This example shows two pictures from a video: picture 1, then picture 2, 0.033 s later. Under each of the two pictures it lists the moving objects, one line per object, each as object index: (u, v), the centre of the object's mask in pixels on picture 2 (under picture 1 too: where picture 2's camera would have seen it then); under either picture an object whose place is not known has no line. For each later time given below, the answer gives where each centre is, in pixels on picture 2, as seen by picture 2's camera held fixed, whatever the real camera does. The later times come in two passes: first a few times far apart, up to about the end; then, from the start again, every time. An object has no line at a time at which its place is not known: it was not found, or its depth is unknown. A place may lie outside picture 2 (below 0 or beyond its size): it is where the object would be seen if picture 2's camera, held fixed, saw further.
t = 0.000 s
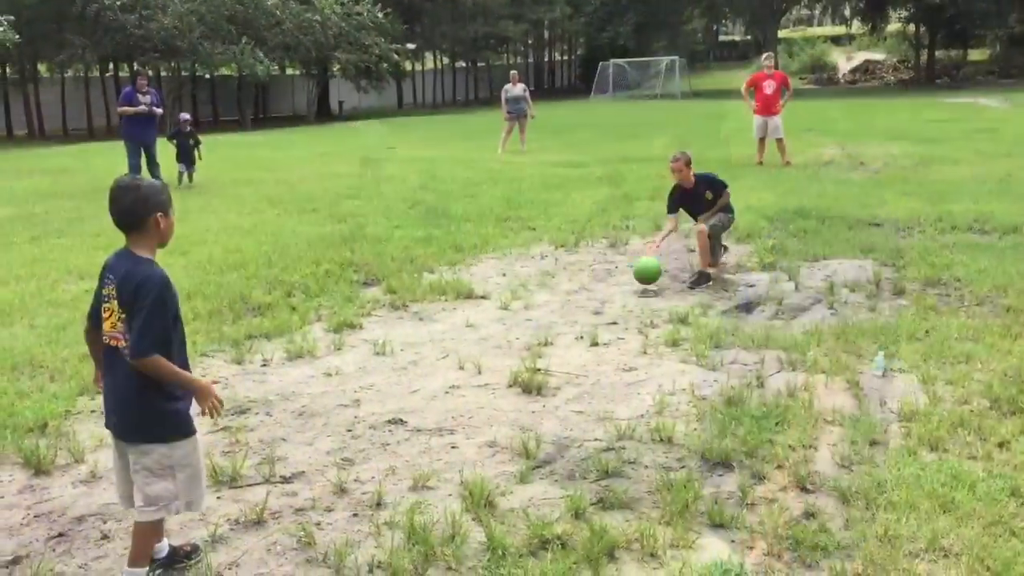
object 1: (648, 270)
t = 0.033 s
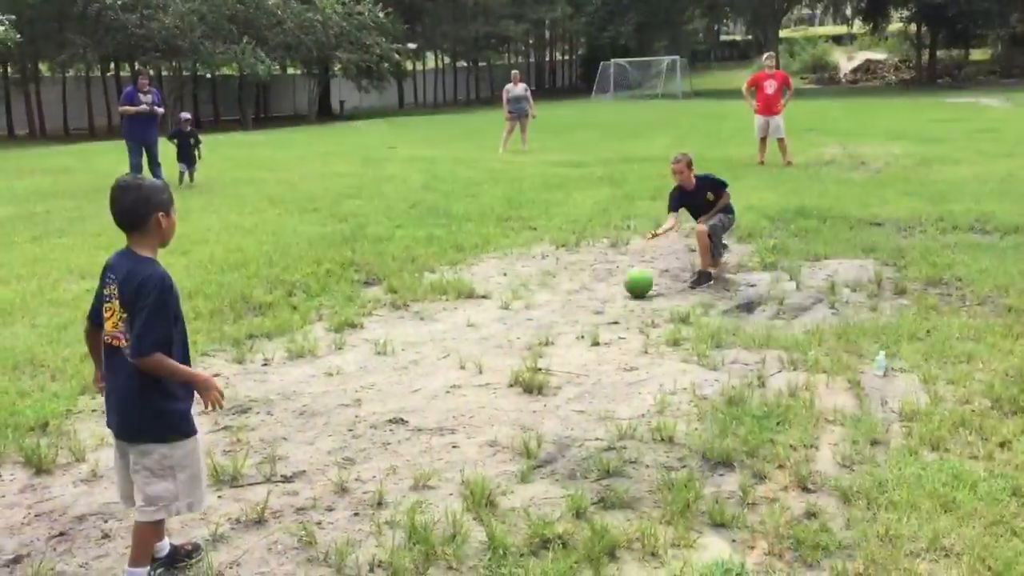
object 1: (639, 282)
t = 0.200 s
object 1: (600, 290)
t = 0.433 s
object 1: (538, 336)
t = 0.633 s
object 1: (473, 386)
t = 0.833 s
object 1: (389, 426)
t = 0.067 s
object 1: (629, 289)
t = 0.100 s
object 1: (623, 286)
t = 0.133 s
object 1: (615, 286)
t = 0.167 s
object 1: (608, 287)
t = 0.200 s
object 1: (600, 290)
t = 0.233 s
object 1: (592, 295)
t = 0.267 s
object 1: (584, 301)
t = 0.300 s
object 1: (575, 310)
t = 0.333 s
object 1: (565, 321)
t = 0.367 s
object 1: (556, 335)
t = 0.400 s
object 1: (547, 337)
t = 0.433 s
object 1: (538, 336)
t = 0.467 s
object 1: (528, 339)
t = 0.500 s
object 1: (518, 344)
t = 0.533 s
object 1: (508, 351)
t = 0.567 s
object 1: (497, 360)
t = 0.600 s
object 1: (485, 371)
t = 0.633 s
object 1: (473, 386)
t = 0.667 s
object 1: (461, 398)
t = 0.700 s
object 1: (448, 398)
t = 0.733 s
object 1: (435, 400)
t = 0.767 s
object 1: (421, 403)
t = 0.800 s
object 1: (405, 415)
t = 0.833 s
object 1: (389, 426)
